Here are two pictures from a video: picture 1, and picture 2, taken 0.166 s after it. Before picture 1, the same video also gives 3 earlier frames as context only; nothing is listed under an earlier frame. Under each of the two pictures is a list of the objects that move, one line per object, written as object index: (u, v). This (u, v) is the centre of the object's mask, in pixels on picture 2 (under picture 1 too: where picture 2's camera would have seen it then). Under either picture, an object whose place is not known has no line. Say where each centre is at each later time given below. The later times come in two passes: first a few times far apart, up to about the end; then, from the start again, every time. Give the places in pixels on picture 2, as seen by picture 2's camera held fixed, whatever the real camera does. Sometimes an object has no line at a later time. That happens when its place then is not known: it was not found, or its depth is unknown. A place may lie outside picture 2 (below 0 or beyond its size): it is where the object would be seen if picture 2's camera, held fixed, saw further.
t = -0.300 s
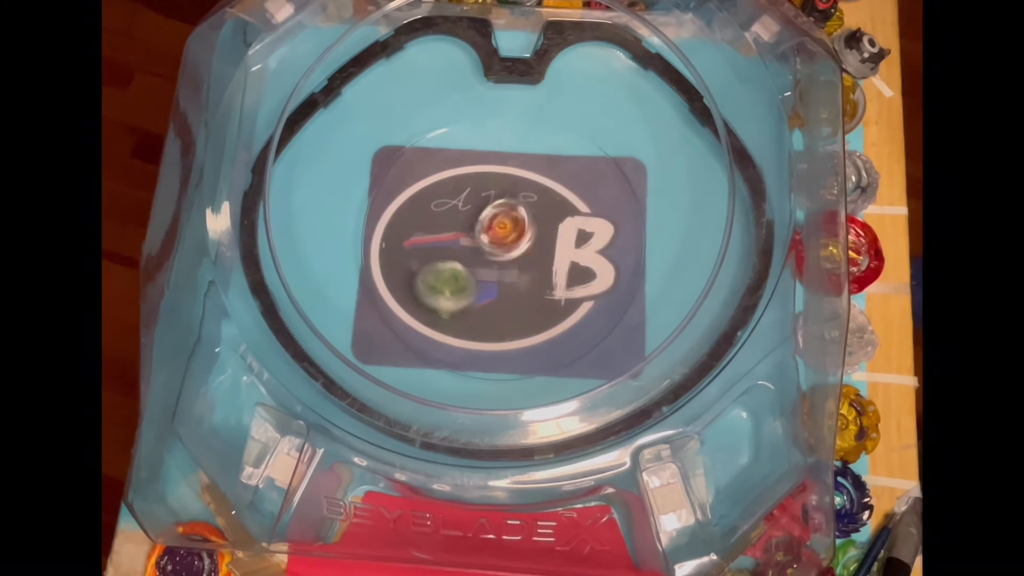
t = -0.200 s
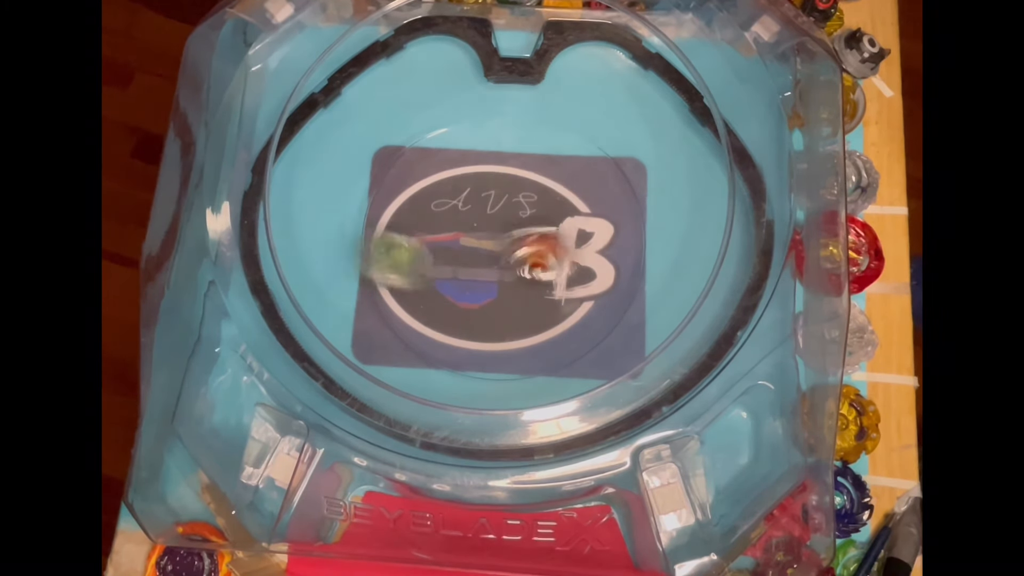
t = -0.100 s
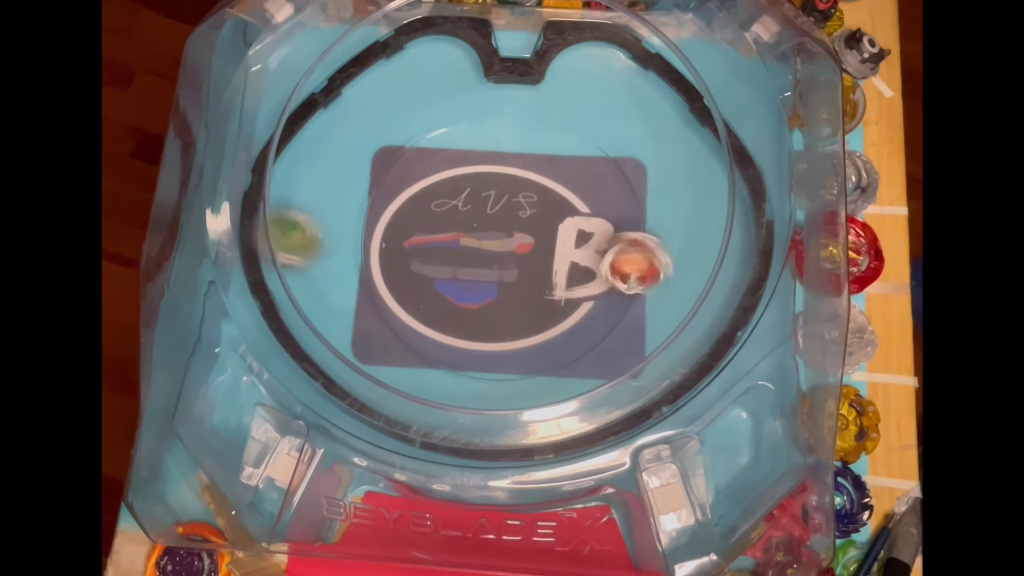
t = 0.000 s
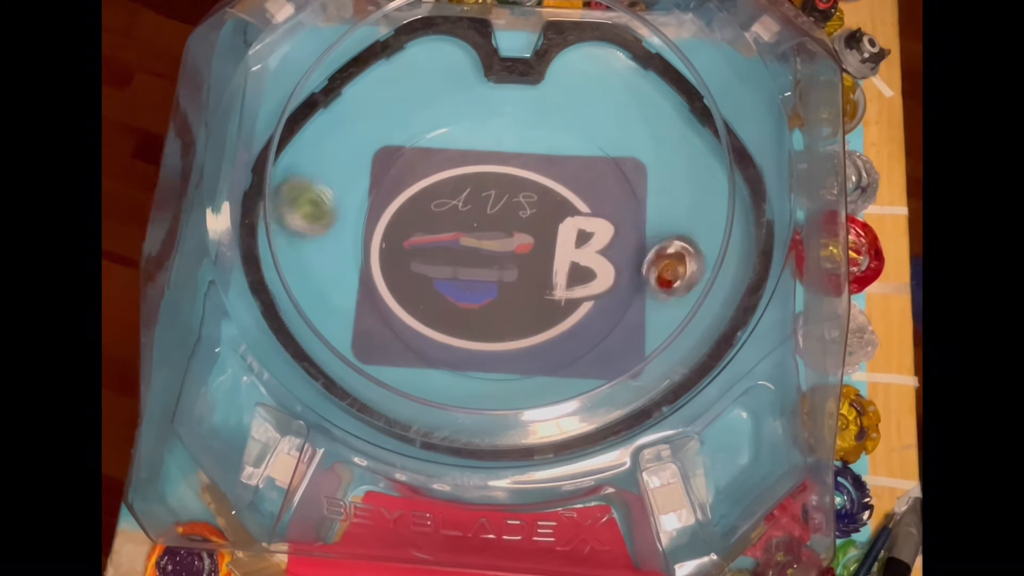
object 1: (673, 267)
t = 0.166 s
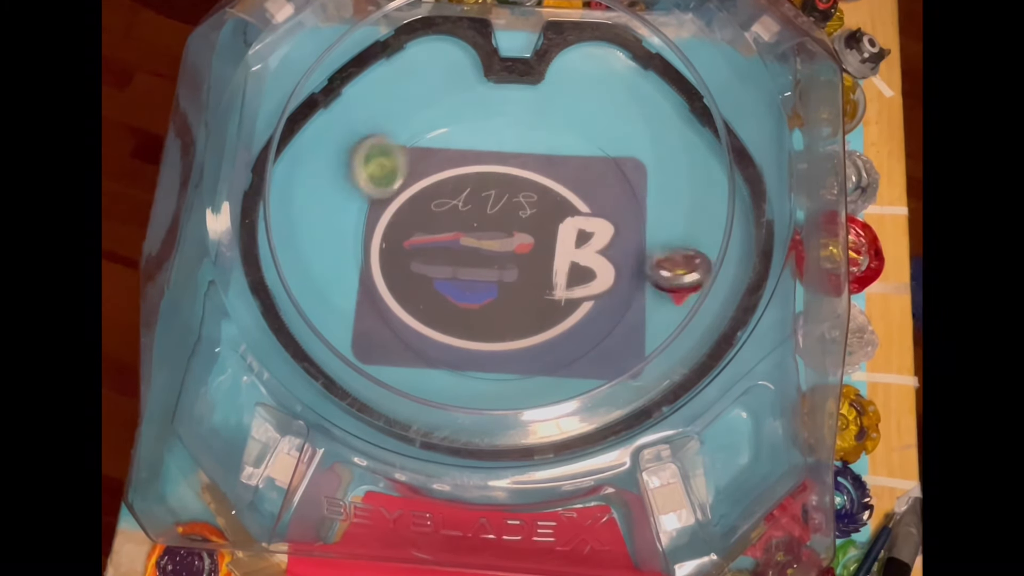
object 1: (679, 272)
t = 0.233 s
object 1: (667, 271)
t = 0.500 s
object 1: (568, 234)
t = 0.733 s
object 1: (524, 244)
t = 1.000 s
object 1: (526, 258)
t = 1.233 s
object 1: (534, 255)
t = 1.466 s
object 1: (526, 262)
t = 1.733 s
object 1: (533, 255)
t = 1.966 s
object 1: (522, 256)
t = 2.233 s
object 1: (516, 252)
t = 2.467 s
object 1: (516, 252)
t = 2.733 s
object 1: (516, 252)
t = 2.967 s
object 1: (516, 252)
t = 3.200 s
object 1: (516, 251)
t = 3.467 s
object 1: (516, 252)
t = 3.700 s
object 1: (516, 251)
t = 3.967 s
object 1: (516, 251)
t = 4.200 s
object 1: (516, 251)
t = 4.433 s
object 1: (516, 251)
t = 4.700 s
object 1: (516, 251)
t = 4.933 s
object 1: (516, 251)
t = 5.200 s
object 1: (516, 251)
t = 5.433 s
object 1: (516, 252)
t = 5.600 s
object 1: (516, 252)
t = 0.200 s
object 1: (674, 273)
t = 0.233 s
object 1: (667, 271)
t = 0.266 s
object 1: (657, 269)
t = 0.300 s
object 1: (649, 263)
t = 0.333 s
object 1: (635, 259)
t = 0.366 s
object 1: (622, 258)
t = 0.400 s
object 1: (608, 251)
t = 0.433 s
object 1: (593, 246)
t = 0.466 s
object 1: (583, 240)
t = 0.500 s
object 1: (568, 234)
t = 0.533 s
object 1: (557, 232)
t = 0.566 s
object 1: (546, 230)
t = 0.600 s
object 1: (536, 230)
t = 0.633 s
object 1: (531, 232)
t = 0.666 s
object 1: (528, 233)
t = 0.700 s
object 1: (524, 239)
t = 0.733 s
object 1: (524, 244)
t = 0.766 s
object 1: (522, 250)
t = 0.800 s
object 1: (521, 252)
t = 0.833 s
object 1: (521, 259)
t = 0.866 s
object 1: (521, 262)
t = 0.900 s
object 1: (522, 263)
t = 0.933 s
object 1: (523, 263)
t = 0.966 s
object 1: (524, 260)
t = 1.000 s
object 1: (526, 258)
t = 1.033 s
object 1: (527, 256)
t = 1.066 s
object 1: (529, 254)
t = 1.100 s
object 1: (533, 254)
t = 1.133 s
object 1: (536, 253)
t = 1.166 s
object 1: (535, 251)
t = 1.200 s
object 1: (534, 251)
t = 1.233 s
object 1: (534, 255)
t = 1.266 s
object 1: (532, 256)
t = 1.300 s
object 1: (528, 256)
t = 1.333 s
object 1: (527, 257)
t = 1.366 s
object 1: (526, 257)
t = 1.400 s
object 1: (528, 260)
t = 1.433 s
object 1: (527, 261)
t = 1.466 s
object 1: (526, 262)
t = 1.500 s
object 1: (524, 261)
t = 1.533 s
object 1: (526, 262)
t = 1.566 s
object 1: (527, 261)
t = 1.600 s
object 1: (528, 260)
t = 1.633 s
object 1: (529, 258)
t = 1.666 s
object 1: (530, 258)
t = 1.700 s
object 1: (532, 256)
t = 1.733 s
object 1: (533, 255)
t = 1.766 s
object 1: (533, 255)
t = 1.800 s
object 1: (531, 254)
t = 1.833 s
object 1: (526, 255)
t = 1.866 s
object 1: (525, 256)
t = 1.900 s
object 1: (524, 256)
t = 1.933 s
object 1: (523, 256)
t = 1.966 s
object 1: (522, 256)
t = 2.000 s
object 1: (521, 255)
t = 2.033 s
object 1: (521, 255)
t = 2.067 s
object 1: (516, 252)
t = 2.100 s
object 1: (516, 252)
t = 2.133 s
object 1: (516, 252)
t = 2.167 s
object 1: (516, 252)
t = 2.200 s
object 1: (516, 252)
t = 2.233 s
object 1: (516, 252)
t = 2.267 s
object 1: (516, 252)
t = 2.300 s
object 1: (516, 252)
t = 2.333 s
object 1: (516, 252)
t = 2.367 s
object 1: (516, 252)
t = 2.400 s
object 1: (516, 252)
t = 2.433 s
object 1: (516, 252)
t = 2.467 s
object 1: (516, 252)
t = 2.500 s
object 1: (516, 252)
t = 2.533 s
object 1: (516, 252)
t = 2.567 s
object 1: (516, 252)
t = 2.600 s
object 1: (516, 252)
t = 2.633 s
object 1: (516, 252)
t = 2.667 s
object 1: (516, 252)
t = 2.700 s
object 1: (516, 252)
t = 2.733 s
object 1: (516, 252)
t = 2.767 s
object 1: (516, 252)
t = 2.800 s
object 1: (516, 252)
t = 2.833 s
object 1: (516, 252)
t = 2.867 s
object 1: (516, 252)
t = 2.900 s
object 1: (516, 252)
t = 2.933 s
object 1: (516, 252)
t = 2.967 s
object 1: (516, 252)
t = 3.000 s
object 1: (516, 252)
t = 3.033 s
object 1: (516, 252)
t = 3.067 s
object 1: (516, 252)
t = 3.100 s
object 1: (516, 252)
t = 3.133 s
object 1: (516, 251)
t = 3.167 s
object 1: (516, 252)
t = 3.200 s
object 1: (516, 251)
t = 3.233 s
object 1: (516, 251)
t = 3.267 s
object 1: (516, 251)
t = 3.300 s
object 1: (516, 251)
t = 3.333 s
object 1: (516, 251)
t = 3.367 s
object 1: (516, 251)
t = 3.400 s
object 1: (516, 252)
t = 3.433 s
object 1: (516, 252)
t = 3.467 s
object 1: (516, 252)
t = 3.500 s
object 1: (516, 252)
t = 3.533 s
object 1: (516, 252)
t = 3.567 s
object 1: (516, 252)
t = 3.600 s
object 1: (516, 252)
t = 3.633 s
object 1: (516, 251)
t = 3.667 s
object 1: (516, 251)
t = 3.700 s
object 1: (516, 251)
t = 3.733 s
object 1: (516, 251)
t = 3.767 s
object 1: (516, 251)
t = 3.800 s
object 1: (516, 251)
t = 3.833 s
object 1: (516, 251)
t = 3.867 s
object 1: (516, 251)
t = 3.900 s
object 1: (516, 251)
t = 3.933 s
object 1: (516, 251)
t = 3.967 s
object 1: (516, 251)
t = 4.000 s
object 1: (516, 251)
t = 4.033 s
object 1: (516, 251)
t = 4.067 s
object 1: (516, 251)
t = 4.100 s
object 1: (516, 251)
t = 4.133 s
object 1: (516, 251)
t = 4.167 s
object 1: (516, 251)
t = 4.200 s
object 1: (516, 251)
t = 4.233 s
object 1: (516, 251)
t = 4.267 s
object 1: (516, 251)
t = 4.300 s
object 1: (516, 251)
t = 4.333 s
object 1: (516, 251)
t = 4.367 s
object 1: (516, 251)
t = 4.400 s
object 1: (516, 251)
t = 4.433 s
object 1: (516, 251)
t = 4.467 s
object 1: (516, 251)
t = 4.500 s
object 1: (516, 251)
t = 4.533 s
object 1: (516, 251)
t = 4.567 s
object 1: (516, 251)
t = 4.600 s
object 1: (516, 251)
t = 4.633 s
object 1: (516, 251)
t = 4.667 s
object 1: (516, 251)
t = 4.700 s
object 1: (516, 251)
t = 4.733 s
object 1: (516, 251)
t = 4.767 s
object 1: (516, 251)
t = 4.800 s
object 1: (516, 251)
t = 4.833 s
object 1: (516, 251)
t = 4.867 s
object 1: (516, 251)
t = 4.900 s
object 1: (516, 251)
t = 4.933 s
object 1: (516, 251)
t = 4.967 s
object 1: (516, 251)
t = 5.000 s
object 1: (516, 251)
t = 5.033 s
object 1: (516, 251)
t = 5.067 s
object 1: (516, 251)
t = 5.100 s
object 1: (516, 251)
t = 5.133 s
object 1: (516, 251)
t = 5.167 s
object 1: (516, 251)
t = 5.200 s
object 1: (516, 251)
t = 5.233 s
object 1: (516, 251)
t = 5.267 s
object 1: (516, 251)
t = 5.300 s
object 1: (516, 251)
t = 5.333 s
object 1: (516, 252)
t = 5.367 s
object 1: (516, 252)
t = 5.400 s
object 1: (516, 252)
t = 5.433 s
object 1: (516, 252)
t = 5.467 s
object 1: (516, 252)
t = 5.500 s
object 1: (516, 252)
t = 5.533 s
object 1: (516, 252)
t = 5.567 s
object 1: (516, 252)
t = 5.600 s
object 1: (516, 252)
